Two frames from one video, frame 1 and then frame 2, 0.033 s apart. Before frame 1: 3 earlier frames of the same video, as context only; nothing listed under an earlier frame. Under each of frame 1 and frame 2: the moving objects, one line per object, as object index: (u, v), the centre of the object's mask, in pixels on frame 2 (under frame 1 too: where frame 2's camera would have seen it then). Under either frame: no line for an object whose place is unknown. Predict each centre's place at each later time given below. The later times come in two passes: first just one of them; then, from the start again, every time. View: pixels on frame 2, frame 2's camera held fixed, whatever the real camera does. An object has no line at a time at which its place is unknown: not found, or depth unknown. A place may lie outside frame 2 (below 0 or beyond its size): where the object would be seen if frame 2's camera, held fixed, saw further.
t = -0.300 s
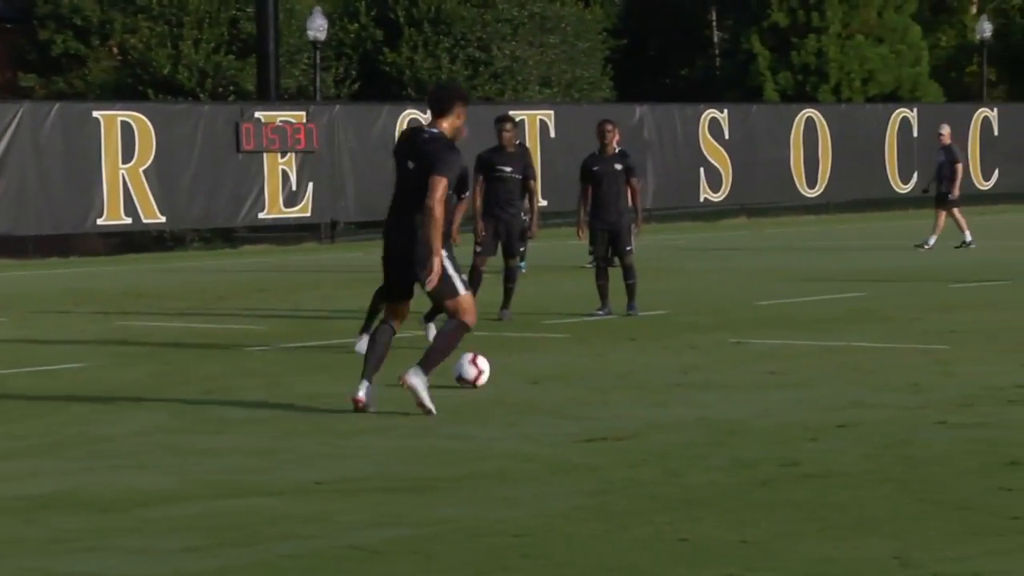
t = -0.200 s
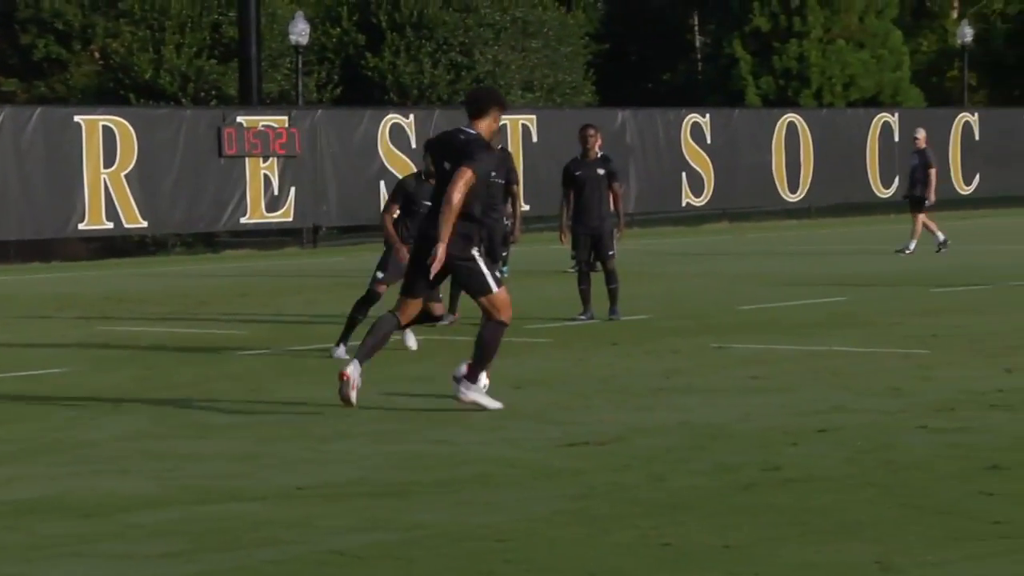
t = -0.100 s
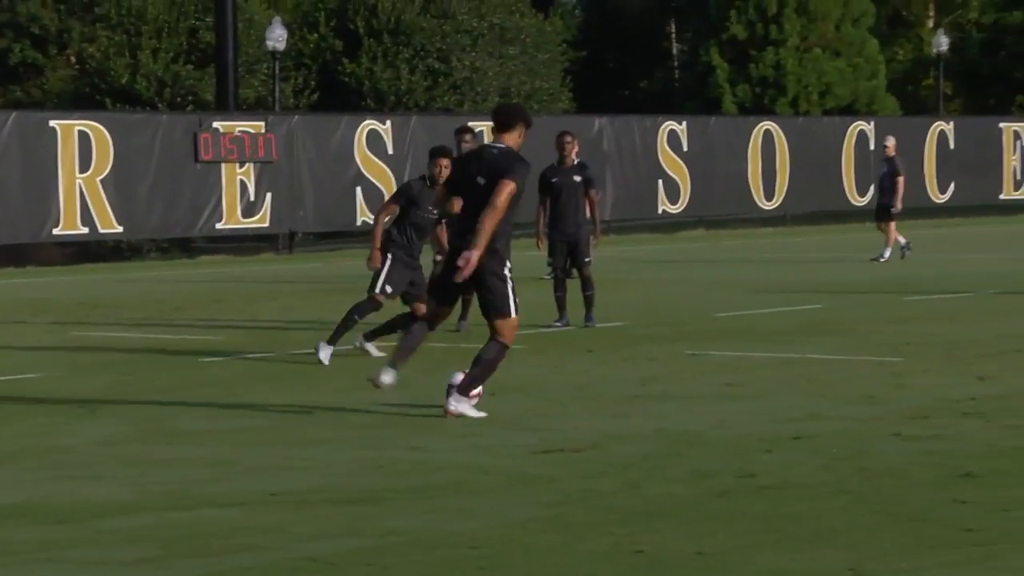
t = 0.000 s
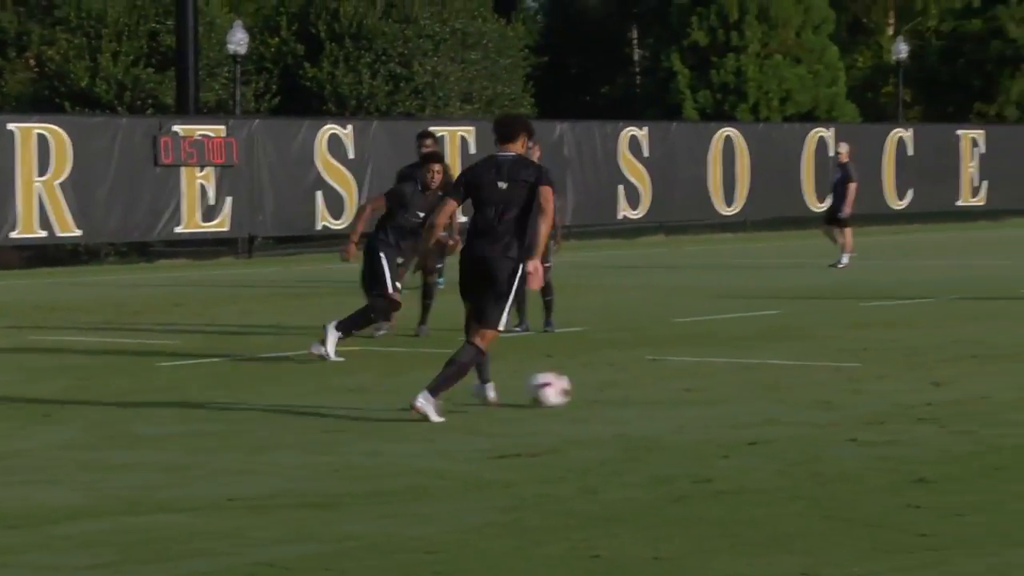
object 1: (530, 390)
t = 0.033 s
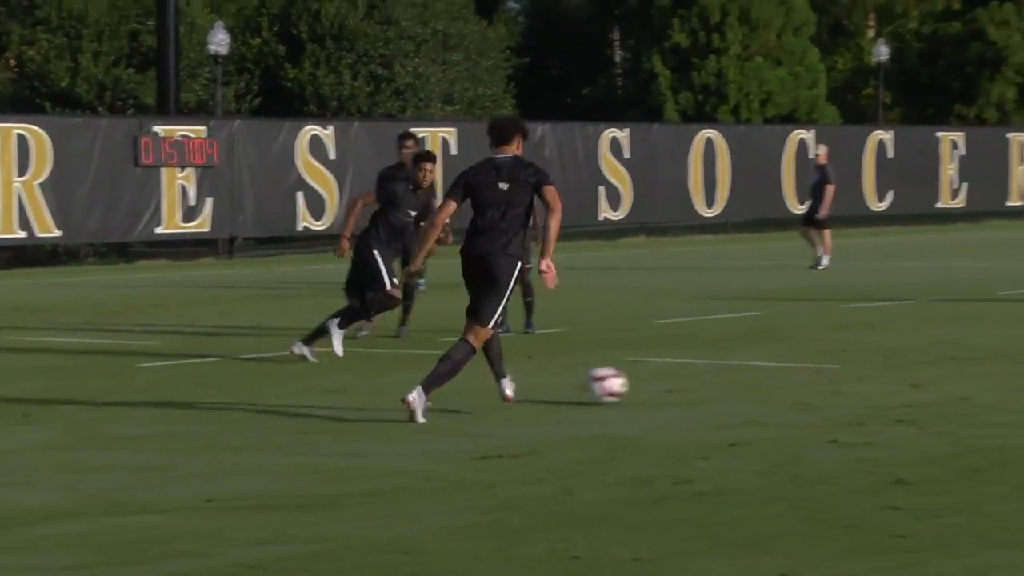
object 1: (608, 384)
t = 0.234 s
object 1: (1005, 366)
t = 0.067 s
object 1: (680, 381)
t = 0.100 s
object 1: (750, 379)
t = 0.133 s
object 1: (820, 374)
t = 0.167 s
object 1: (882, 371)
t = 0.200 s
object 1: (945, 368)
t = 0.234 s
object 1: (1005, 366)
